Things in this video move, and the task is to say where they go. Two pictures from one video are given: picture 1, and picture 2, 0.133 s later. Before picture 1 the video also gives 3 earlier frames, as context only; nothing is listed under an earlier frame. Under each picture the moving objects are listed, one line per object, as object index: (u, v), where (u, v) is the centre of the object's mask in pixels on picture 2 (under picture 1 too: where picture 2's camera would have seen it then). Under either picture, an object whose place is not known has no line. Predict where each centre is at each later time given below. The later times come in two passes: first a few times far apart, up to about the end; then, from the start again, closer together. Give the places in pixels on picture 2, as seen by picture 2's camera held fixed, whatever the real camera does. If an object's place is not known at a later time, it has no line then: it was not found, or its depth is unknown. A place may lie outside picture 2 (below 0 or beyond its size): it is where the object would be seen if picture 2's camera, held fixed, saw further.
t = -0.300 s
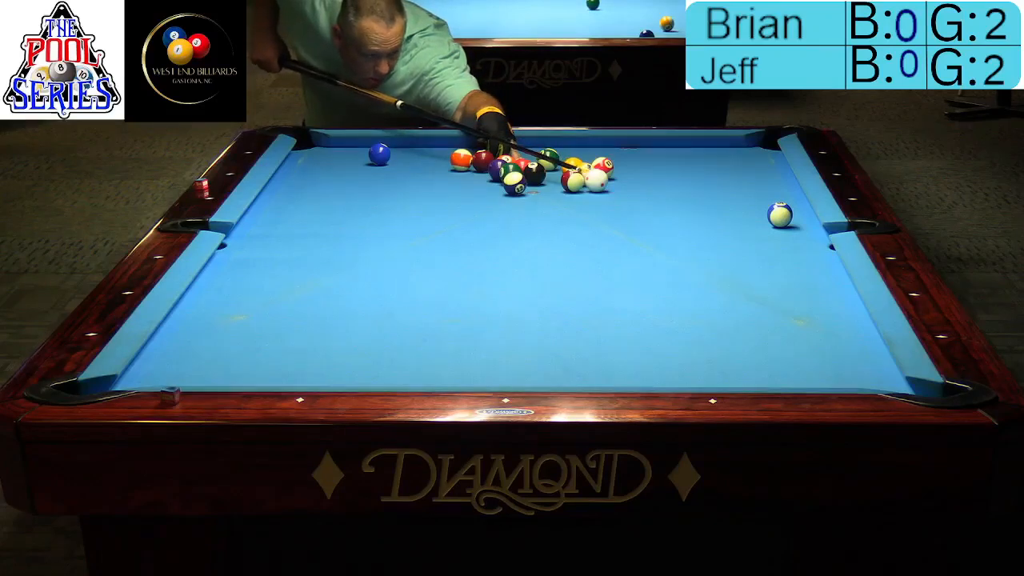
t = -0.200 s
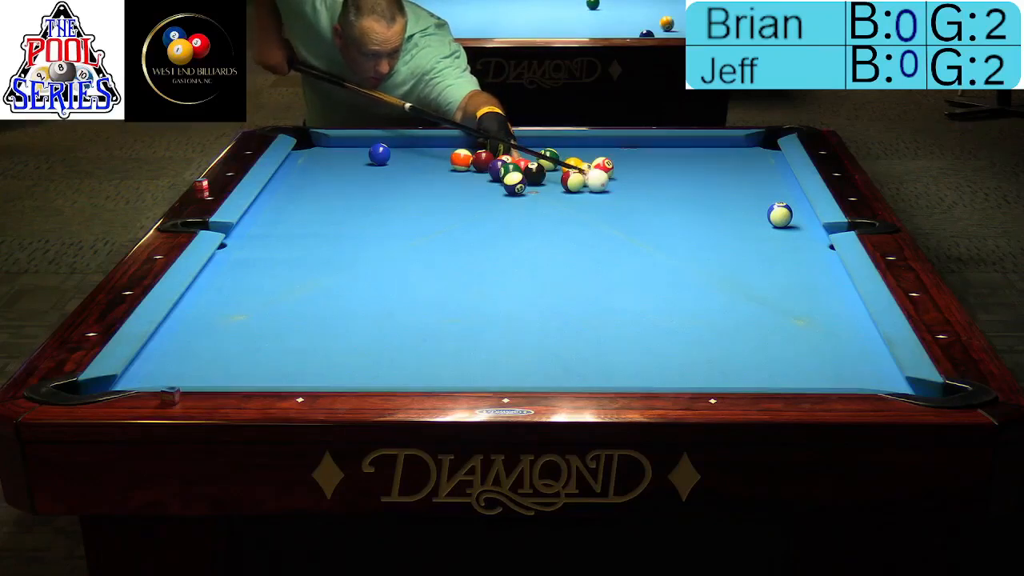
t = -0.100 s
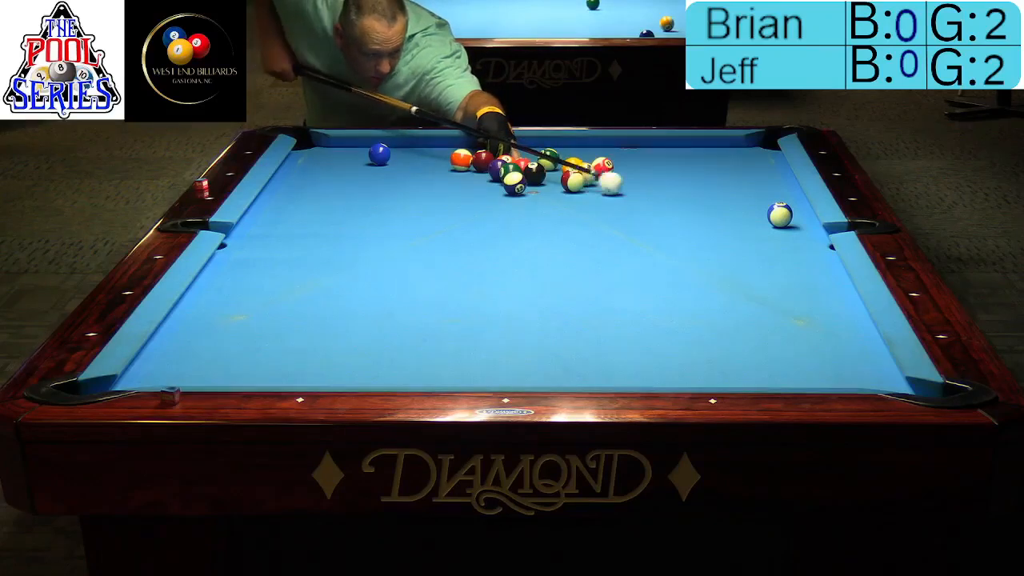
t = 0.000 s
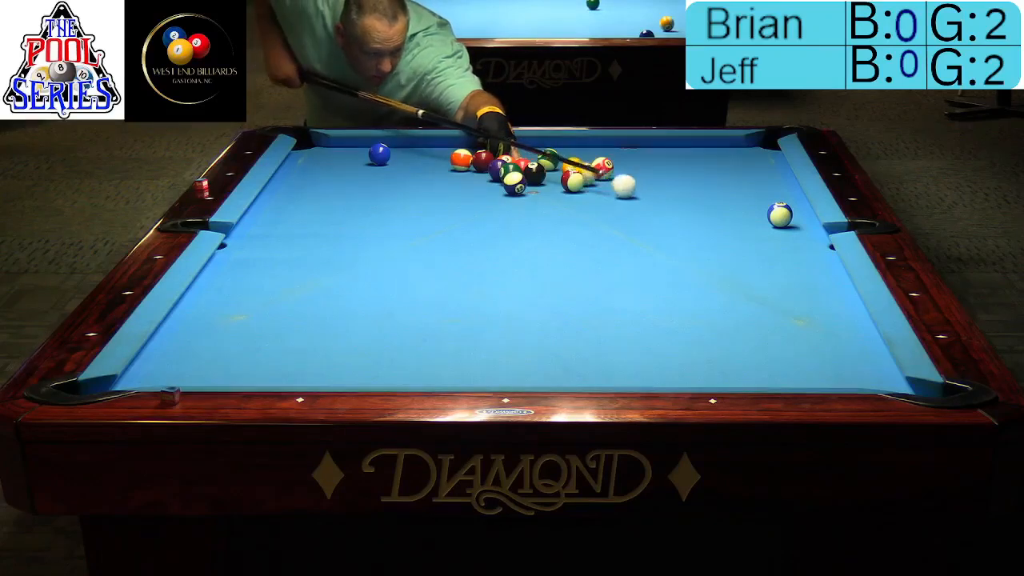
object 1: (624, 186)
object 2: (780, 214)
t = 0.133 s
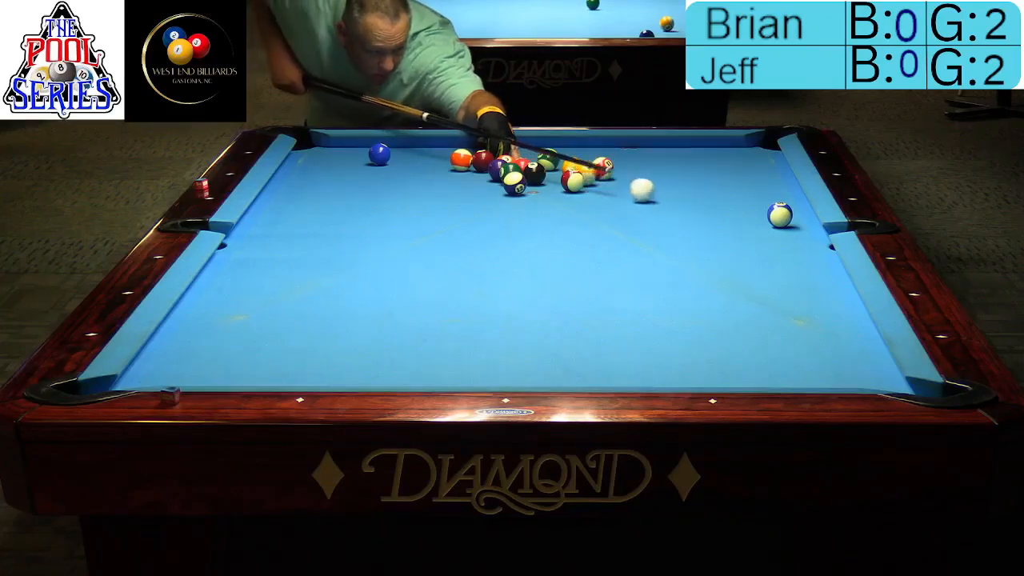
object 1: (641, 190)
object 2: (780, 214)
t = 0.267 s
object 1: (660, 194)
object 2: (780, 214)
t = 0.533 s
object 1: (696, 201)
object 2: (780, 214)
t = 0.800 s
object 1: (730, 209)
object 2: (780, 214)
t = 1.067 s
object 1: (755, 216)
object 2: (788, 215)
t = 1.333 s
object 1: (762, 222)
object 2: (800, 215)
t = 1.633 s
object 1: (768, 228)
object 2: (788, 215)
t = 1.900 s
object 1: (773, 233)
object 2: (779, 214)
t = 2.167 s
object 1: (779, 238)
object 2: (774, 216)
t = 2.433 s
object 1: (782, 242)
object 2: (772, 217)
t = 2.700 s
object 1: (786, 245)
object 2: (771, 217)
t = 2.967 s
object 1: (788, 248)
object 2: (772, 217)
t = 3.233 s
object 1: (788, 250)
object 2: (772, 217)
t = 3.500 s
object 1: (789, 252)
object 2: (772, 217)
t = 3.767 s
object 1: (789, 253)
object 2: (772, 217)
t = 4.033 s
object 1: (789, 253)
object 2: (772, 217)
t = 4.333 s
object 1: (789, 254)
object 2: (772, 217)
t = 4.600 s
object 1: (789, 254)
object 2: (772, 217)
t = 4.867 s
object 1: (789, 254)
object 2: (772, 217)
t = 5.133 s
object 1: (789, 254)
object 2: (772, 218)
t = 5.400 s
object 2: (772, 217)
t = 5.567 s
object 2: (772, 217)
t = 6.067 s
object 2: (770, 218)
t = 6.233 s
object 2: (770, 218)
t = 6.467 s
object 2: (772, 217)
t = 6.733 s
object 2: (772, 217)
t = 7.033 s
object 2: (772, 217)
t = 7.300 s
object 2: (772, 217)
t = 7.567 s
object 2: (772, 217)
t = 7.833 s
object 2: (772, 217)
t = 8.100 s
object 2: (772, 217)
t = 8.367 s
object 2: (772, 217)
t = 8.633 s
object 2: (772, 217)
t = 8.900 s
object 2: (772, 217)
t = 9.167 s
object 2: (772, 217)
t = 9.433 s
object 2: (772, 217)
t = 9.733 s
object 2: (772, 217)
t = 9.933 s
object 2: (772, 217)
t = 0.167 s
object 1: (646, 191)
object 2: (780, 214)
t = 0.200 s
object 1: (651, 192)
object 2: (780, 214)
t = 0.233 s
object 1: (655, 192)
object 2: (780, 214)
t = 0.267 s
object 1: (660, 194)
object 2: (780, 214)
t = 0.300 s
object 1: (664, 195)
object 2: (780, 214)
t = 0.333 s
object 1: (669, 195)
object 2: (780, 214)
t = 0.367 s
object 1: (673, 196)
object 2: (780, 214)
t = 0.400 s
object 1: (677, 197)
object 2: (780, 214)
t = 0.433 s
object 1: (682, 198)
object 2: (780, 214)
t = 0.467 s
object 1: (686, 199)
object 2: (780, 214)
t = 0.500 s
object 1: (691, 200)
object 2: (780, 214)
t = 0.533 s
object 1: (696, 201)
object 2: (780, 214)
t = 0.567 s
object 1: (699, 202)
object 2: (780, 214)
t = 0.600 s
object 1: (704, 203)
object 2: (780, 214)
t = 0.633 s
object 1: (708, 204)
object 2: (780, 214)
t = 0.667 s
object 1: (712, 205)
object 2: (780, 214)
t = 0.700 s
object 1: (717, 206)
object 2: (780, 214)
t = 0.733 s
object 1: (722, 207)
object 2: (780, 214)
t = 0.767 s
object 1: (726, 208)
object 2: (780, 214)
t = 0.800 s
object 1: (730, 209)
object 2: (780, 214)
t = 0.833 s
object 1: (735, 209)
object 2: (780, 214)
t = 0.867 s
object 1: (739, 211)
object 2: (780, 214)
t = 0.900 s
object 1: (743, 211)
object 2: (780, 214)
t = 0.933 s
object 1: (748, 213)
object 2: (780, 214)
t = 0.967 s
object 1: (752, 213)
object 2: (780, 214)
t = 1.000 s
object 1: (754, 214)
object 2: (782, 214)
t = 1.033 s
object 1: (755, 215)
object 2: (785, 215)
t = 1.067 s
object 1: (755, 216)
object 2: (788, 215)
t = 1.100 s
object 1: (756, 217)
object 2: (791, 215)
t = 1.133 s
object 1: (757, 217)
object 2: (793, 215)
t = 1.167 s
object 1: (758, 218)
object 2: (796, 215)
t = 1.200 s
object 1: (758, 219)
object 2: (799, 215)
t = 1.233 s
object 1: (759, 220)
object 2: (801, 215)
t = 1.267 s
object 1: (760, 220)
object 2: (803, 215)
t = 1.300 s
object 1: (761, 221)
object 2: (801, 215)
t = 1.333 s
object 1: (762, 222)
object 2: (800, 215)
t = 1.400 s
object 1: (763, 224)
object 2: (796, 216)
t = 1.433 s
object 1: (764, 224)
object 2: (795, 216)
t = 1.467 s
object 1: (765, 225)
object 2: (794, 216)
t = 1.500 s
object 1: (765, 225)
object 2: (792, 216)
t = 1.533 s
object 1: (766, 226)
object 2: (791, 216)
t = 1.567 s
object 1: (767, 227)
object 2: (790, 216)
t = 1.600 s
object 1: (767, 228)
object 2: (789, 215)
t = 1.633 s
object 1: (768, 228)
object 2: (788, 215)
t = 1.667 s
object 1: (769, 229)
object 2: (787, 215)
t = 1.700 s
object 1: (769, 230)
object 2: (786, 215)
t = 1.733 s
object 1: (770, 230)
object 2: (785, 215)
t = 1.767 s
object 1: (771, 231)
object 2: (784, 215)
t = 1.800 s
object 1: (771, 231)
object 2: (783, 215)
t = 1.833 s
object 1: (772, 232)
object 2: (782, 214)
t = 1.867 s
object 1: (773, 233)
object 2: (781, 214)
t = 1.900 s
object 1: (773, 233)
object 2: (779, 214)
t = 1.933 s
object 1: (774, 234)
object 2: (779, 214)
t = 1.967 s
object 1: (775, 235)
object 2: (778, 214)
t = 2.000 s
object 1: (775, 235)
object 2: (777, 214)
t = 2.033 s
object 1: (776, 236)
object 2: (776, 215)
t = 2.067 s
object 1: (777, 236)
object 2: (775, 215)
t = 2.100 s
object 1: (778, 237)
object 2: (775, 215)
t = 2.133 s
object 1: (778, 237)
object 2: (774, 215)
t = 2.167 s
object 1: (779, 238)
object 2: (774, 216)
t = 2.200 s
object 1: (779, 238)
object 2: (773, 216)
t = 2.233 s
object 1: (780, 239)
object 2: (773, 216)
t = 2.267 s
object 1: (780, 239)
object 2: (773, 217)
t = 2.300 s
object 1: (781, 240)
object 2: (773, 217)
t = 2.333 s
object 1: (781, 240)
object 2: (773, 217)
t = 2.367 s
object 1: (782, 241)
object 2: (772, 217)
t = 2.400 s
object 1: (782, 241)
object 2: (772, 217)
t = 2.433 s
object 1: (782, 242)
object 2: (772, 217)
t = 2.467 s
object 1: (783, 243)
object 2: (772, 218)
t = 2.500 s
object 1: (783, 243)
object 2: (772, 218)
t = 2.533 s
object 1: (783, 243)
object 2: (772, 217)
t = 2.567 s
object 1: (784, 244)
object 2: (771, 217)
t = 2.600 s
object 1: (784, 244)
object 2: (771, 217)
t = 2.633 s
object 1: (785, 245)
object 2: (772, 217)
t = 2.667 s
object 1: (785, 245)
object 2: (772, 217)
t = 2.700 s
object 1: (786, 245)
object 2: (771, 217)
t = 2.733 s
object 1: (786, 246)
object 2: (772, 217)
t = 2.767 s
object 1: (786, 246)
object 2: (772, 217)
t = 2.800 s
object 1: (786, 246)
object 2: (772, 217)
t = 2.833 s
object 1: (787, 247)
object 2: (772, 217)
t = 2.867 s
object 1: (787, 247)
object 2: (772, 217)
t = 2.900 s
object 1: (787, 247)
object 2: (772, 217)
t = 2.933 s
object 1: (787, 248)
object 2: (772, 217)
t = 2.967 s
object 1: (788, 248)
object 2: (772, 217)
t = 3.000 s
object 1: (788, 248)
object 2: (772, 217)
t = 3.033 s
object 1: (788, 249)
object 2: (772, 217)
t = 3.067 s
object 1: (788, 249)
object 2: (772, 217)
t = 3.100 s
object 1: (788, 249)
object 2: (772, 217)
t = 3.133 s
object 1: (788, 250)
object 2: (772, 217)
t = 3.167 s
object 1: (788, 250)
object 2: (772, 217)
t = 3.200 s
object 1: (788, 250)
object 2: (772, 217)
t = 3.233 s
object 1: (788, 250)
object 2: (772, 217)
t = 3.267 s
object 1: (789, 251)
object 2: (772, 217)
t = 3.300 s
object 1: (789, 251)
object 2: (772, 217)
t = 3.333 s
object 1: (789, 251)
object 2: (772, 217)
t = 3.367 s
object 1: (789, 251)
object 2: (772, 217)
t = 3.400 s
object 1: (789, 251)
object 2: (772, 217)
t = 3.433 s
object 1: (789, 252)
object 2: (772, 217)
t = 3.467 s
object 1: (789, 252)
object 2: (772, 217)
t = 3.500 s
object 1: (789, 252)
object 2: (772, 217)
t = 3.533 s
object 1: (789, 252)
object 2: (772, 217)
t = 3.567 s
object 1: (788, 252)
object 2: (772, 217)
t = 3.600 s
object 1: (788, 252)
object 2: (772, 217)
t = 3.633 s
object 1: (789, 252)
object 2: (772, 217)
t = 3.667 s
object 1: (788, 253)
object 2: (772, 217)
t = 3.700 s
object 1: (788, 253)
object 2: (772, 217)
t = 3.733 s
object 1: (789, 253)
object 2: (772, 217)
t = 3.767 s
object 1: (789, 253)
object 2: (772, 217)
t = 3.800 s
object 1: (789, 253)
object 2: (772, 217)
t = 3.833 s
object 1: (789, 253)
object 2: (772, 217)
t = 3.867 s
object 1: (789, 253)
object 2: (772, 217)
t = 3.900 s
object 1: (789, 253)
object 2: (772, 217)
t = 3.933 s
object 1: (789, 253)
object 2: (772, 217)
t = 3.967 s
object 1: (789, 253)
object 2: (772, 217)
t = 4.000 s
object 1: (789, 253)
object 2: (772, 217)
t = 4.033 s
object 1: (789, 253)
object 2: (772, 217)
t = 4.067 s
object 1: (789, 253)
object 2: (772, 217)
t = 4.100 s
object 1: (789, 253)
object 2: (772, 217)
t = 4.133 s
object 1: (789, 254)
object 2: (772, 217)
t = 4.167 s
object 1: (789, 253)
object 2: (772, 217)
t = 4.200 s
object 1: (789, 254)
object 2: (772, 217)
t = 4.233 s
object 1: (789, 253)
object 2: (772, 217)
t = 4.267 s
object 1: (789, 254)
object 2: (772, 217)
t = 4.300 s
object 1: (789, 253)
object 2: (772, 217)
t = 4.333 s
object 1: (789, 254)
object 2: (772, 217)
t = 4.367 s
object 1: (789, 253)
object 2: (772, 217)
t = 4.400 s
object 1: (789, 254)
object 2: (772, 217)
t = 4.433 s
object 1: (789, 254)
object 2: (772, 217)
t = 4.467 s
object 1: (789, 254)
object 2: (772, 217)
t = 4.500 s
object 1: (789, 254)
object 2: (772, 217)
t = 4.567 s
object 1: (789, 254)
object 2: (772, 217)
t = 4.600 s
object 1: (789, 254)
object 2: (772, 217)
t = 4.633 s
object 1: (789, 254)
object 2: (772, 217)
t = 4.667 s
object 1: (789, 254)
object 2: (772, 217)
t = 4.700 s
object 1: (789, 254)
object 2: (772, 217)
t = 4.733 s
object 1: (789, 254)
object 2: (772, 217)
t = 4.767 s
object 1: (789, 254)
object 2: (772, 217)
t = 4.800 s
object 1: (789, 254)
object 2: (772, 217)
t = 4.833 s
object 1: (789, 254)
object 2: (772, 217)
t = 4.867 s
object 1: (789, 254)
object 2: (772, 217)
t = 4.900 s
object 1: (789, 254)
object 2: (772, 217)
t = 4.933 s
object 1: (789, 254)
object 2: (772, 218)
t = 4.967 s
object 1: (789, 254)
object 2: (772, 218)
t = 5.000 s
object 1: (789, 254)
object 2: (772, 218)
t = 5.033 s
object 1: (789, 254)
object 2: (772, 218)
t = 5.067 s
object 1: (789, 254)
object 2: (772, 218)
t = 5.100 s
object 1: (789, 254)
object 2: (772, 218)
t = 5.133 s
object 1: (789, 254)
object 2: (772, 218)
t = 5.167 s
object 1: (789, 254)
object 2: (772, 218)
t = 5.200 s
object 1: (789, 254)
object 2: (772, 218)
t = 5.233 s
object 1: (789, 254)
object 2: (772, 218)
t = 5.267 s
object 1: (789, 254)
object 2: (772, 218)
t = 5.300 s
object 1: (789, 254)
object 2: (772, 218)
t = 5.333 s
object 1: (789, 254)
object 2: (772, 218)
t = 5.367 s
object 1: (789, 254)
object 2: (772, 218)
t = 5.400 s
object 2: (772, 217)
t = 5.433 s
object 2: (772, 217)
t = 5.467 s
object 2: (772, 217)
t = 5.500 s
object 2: (772, 218)
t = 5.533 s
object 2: (772, 218)
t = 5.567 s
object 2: (772, 217)
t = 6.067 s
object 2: (770, 218)
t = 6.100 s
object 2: (776, 216)
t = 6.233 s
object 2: (770, 218)
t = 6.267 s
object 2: (772, 217)
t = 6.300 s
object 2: (772, 217)
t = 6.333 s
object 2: (772, 217)
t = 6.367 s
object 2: (772, 217)
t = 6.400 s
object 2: (772, 217)
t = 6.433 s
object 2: (772, 217)
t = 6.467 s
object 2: (772, 217)
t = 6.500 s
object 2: (772, 217)
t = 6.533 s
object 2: (772, 217)
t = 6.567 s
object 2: (772, 217)
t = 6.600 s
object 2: (772, 217)
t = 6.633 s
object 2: (772, 217)
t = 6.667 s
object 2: (772, 217)
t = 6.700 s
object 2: (772, 217)
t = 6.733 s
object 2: (772, 217)
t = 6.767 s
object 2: (772, 217)
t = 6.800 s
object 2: (772, 217)
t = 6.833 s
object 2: (772, 217)
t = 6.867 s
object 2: (772, 217)
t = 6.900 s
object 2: (772, 217)
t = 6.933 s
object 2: (772, 217)
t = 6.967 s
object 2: (772, 217)
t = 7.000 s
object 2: (772, 217)
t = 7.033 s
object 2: (772, 217)
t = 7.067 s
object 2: (772, 217)
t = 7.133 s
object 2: (772, 217)
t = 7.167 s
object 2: (772, 217)
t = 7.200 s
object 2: (772, 217)
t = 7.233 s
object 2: (772, 217)
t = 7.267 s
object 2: (772, 217)
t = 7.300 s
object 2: (772, 217)
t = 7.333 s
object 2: (772, 217)
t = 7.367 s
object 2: (772, 217)
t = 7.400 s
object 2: (772, 217)
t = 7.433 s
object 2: (772, 217)
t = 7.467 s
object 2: (772, 217)
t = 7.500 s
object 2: (772, 217)
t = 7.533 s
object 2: (772, 217)
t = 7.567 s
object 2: (772, 217)
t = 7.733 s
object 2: (772, 217)
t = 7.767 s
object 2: (772, 217)
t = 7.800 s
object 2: (772, 217)
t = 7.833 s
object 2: (772, 217)
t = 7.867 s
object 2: (772, 217)
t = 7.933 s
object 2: (772, 217)
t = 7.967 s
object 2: (772, 217)
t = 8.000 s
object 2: (772, 217)
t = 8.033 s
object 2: (772, 217)
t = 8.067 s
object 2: (772, 217)
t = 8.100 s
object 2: (772, 217)
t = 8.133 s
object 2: (772, 217)
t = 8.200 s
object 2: (772, 217)
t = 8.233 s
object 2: (772, 217)
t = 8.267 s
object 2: (772, 217)
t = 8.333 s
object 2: (772, 217)
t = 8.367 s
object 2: (772, 217)
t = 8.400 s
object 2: (772, 217)
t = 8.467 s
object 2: (772, 217)
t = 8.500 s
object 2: (772, 217)
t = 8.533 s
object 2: (772, 217)
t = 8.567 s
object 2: (772, 217)
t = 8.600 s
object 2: (772, 217)
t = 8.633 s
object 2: (772, 217)
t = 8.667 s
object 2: (772, 217)
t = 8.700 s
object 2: (772, 217)
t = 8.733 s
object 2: (772, 217)
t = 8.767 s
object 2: (772, 217)
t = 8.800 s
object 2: (772, 217)
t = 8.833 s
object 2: (772, 217)
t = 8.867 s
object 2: (772, 217)
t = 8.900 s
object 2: (772, 217)
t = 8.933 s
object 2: (772, 217)
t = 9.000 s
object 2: (772, 217)
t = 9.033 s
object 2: (772, 217)
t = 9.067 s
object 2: (772, 217)
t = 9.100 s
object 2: (772, 217)
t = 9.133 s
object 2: (772, 217)
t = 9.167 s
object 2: (772, 217)
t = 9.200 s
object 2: (772, 217)
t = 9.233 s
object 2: (772, 217)
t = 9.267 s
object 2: (772, 217)
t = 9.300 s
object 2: (772, 217)
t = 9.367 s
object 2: (772, 217)
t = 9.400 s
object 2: (772, 217)
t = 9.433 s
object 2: (772, 217)
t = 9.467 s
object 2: (772, 217)
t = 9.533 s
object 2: (772, 217)
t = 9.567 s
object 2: (772, 217)
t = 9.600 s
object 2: (772, 217)
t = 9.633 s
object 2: (772, 217)
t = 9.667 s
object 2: (772, 217)
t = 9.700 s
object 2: (772, 217)
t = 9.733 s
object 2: (772, 217)
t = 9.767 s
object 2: (772, 217)
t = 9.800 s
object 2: (772, 217)
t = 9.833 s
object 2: (772, 217)
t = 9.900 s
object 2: (772, 217)
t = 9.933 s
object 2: (772, 217)
